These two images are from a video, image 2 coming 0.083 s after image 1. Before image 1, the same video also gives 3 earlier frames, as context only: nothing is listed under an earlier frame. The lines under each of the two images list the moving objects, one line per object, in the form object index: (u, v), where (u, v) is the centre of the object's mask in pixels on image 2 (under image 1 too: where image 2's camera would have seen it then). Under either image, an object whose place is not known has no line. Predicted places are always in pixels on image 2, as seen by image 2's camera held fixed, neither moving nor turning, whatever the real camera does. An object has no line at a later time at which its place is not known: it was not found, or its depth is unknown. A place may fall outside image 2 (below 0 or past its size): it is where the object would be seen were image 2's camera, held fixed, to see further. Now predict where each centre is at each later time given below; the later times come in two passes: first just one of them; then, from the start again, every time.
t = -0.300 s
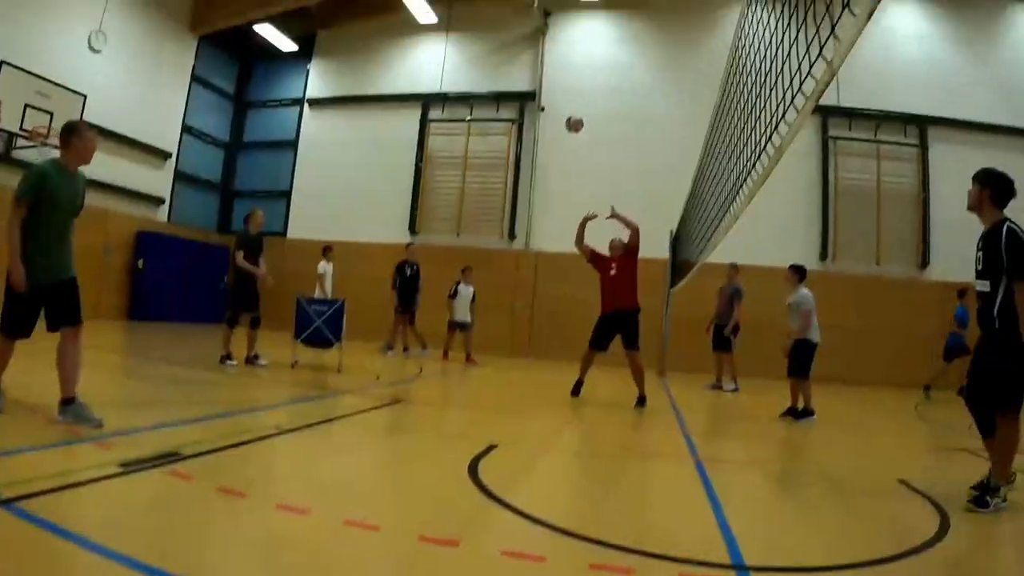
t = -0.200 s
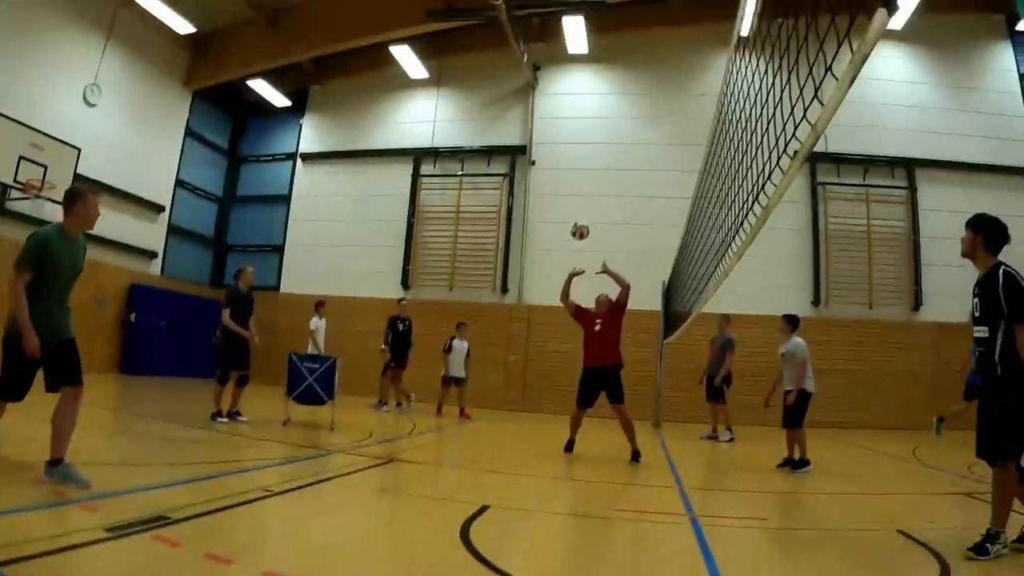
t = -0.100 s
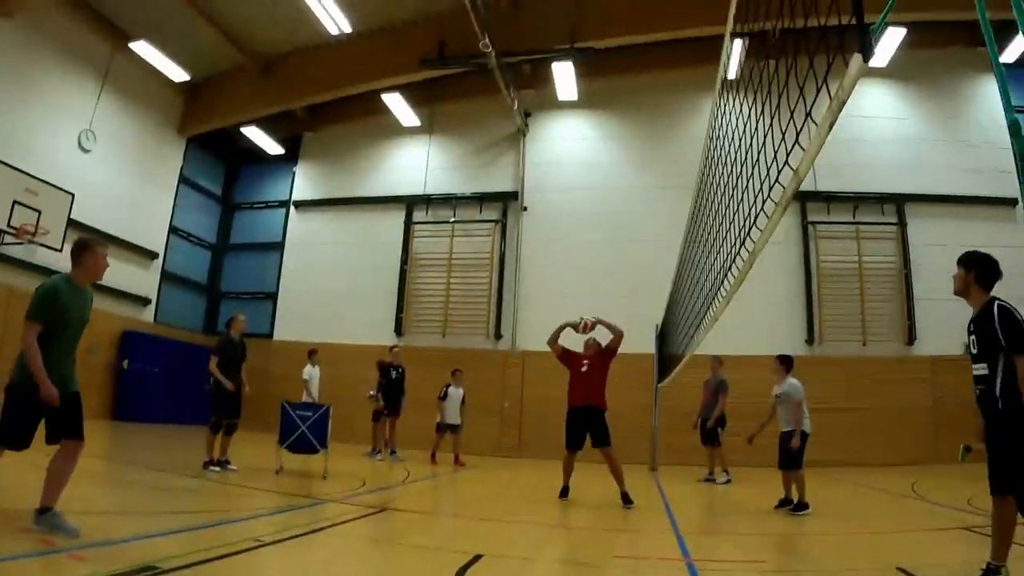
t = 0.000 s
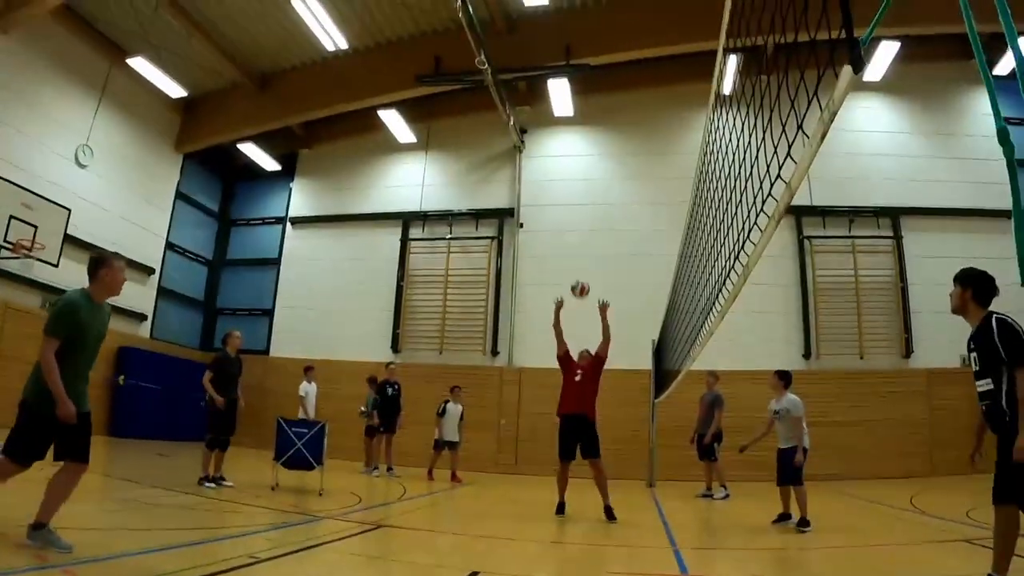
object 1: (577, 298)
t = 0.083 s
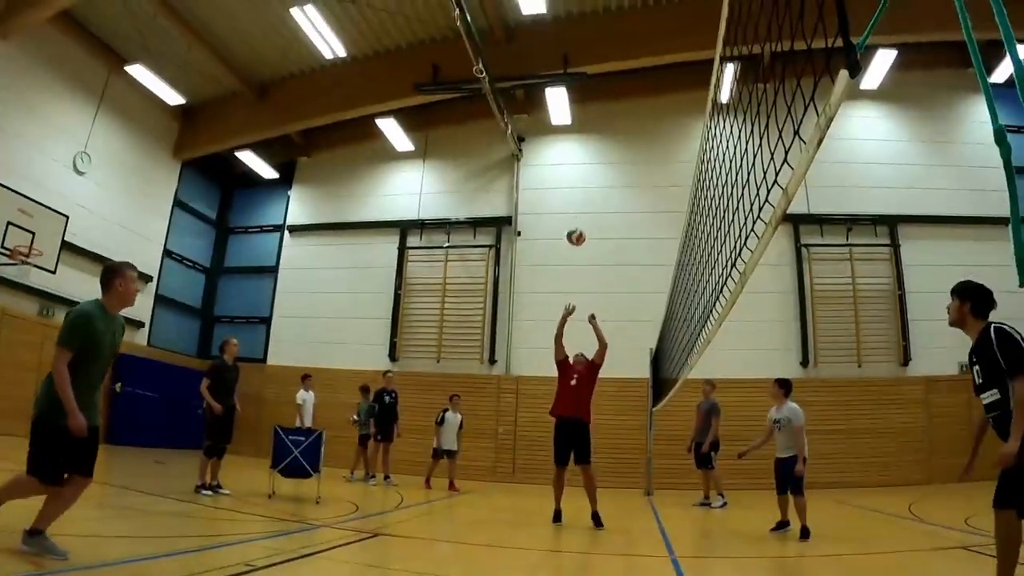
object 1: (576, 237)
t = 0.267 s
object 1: (571, 129)
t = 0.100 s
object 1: (575, 226)
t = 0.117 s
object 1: (575, 214)
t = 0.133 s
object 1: (574, 204)
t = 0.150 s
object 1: (574, 193)
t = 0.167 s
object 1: (573, 184)
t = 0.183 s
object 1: (573, 174)
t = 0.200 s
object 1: (572, 165)
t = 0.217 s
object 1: (572, 156)
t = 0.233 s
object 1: (571, 147)
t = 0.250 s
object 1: (571, 137)
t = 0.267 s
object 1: (571, 129)
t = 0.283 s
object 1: (571, 120)
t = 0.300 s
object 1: (570, 112)
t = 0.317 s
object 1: (570, 104)
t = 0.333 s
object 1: (570, 97)
